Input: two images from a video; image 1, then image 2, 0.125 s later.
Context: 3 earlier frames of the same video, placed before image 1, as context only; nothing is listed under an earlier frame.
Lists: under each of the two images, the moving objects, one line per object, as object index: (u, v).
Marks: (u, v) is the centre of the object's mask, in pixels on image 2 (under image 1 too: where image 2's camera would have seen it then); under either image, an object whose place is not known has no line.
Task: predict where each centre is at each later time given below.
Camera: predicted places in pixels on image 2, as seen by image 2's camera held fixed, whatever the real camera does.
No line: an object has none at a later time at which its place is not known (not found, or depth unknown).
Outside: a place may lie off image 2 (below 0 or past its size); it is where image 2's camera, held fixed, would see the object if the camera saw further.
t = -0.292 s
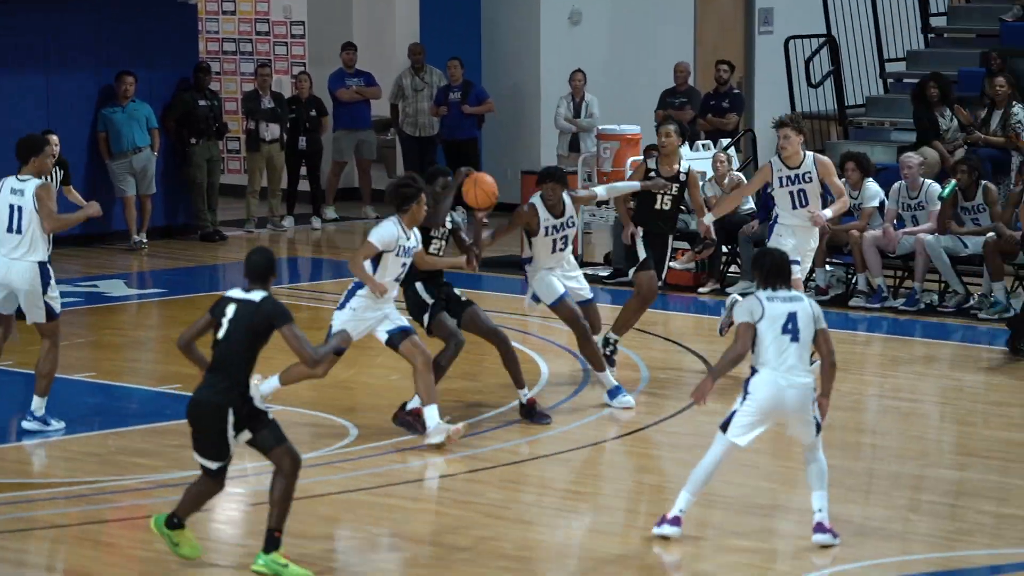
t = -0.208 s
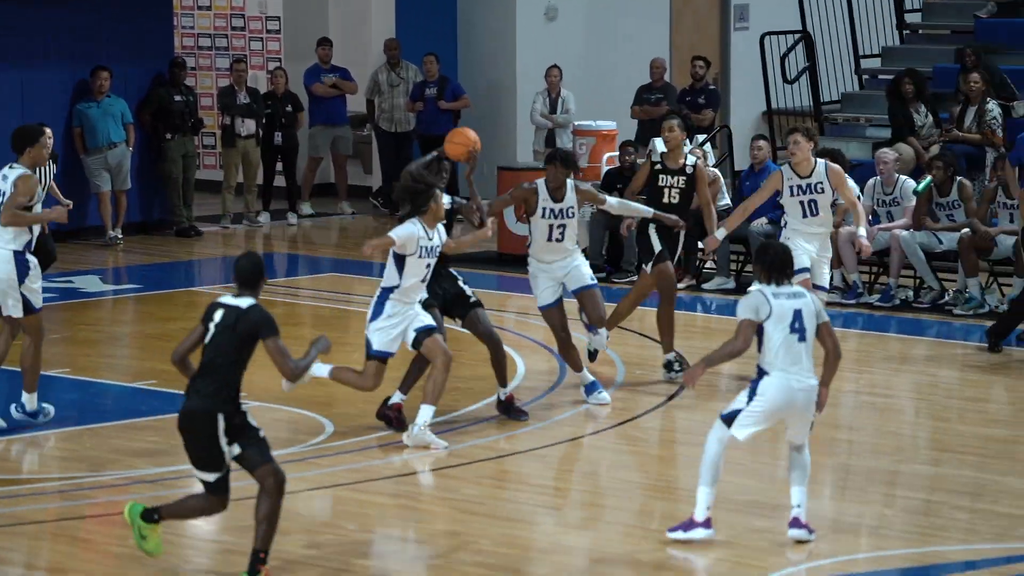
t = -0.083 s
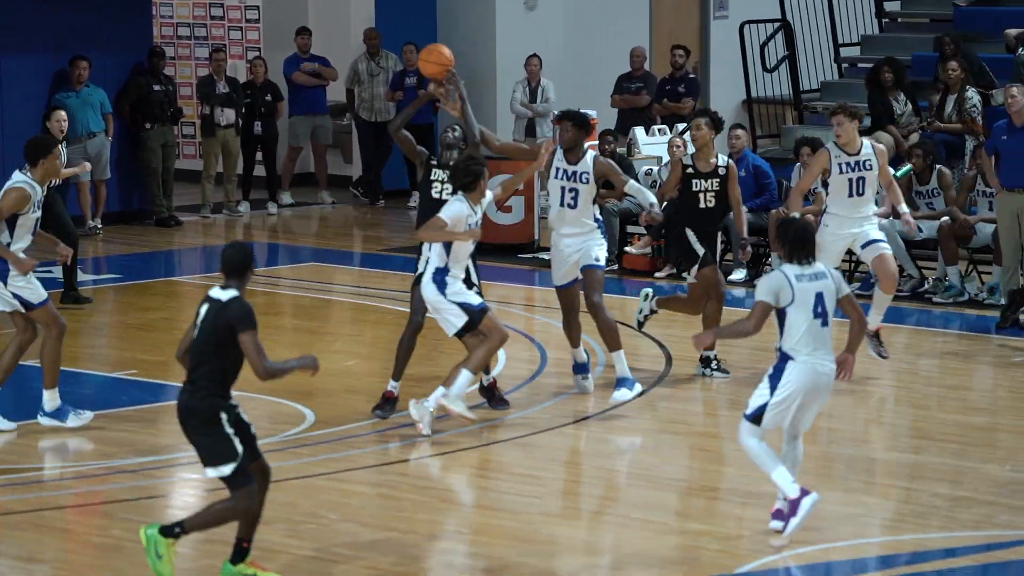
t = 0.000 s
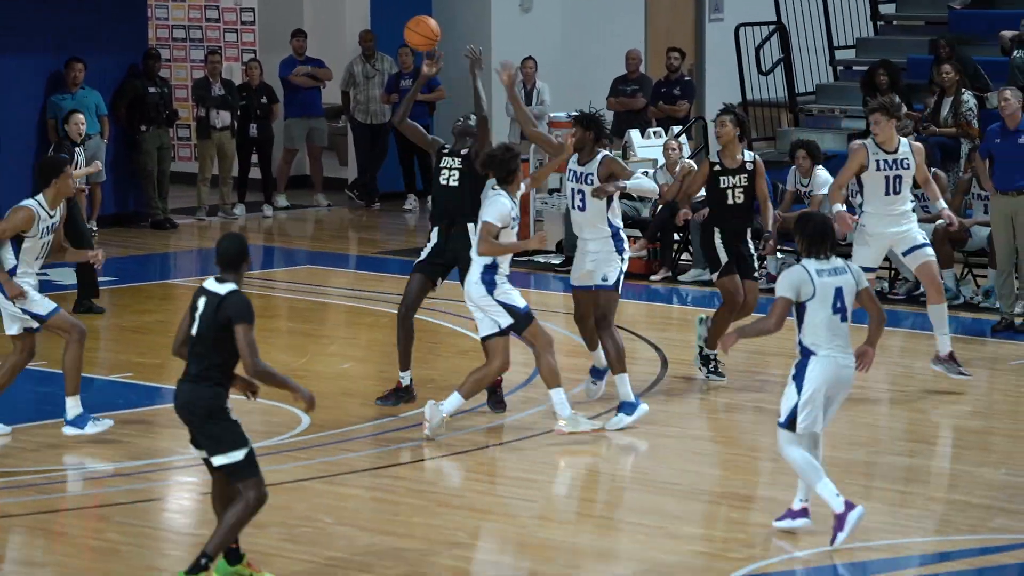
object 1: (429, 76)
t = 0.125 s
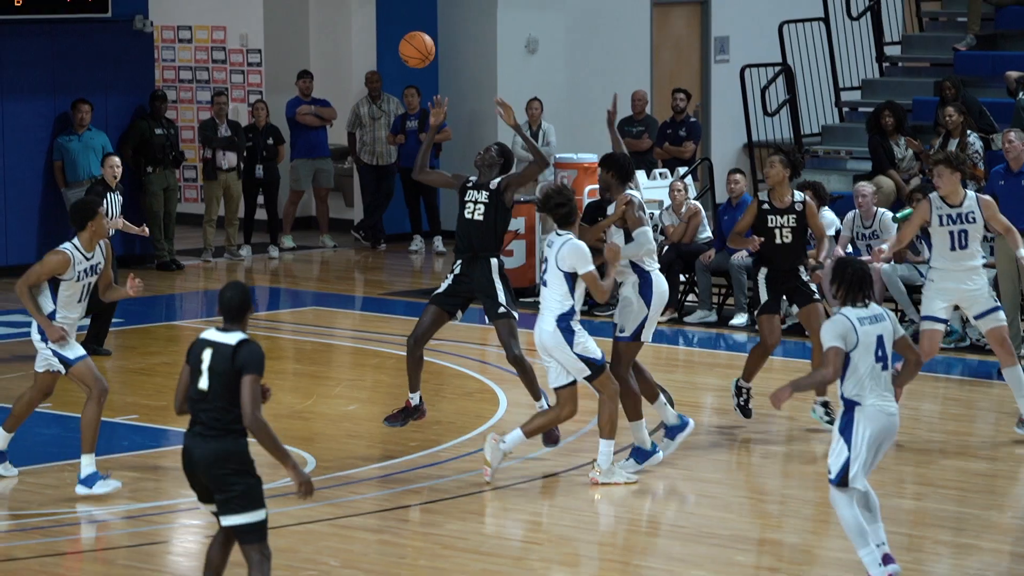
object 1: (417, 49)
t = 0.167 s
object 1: (412, 45)
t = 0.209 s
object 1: (409, 44)
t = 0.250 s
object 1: (404, 46)
